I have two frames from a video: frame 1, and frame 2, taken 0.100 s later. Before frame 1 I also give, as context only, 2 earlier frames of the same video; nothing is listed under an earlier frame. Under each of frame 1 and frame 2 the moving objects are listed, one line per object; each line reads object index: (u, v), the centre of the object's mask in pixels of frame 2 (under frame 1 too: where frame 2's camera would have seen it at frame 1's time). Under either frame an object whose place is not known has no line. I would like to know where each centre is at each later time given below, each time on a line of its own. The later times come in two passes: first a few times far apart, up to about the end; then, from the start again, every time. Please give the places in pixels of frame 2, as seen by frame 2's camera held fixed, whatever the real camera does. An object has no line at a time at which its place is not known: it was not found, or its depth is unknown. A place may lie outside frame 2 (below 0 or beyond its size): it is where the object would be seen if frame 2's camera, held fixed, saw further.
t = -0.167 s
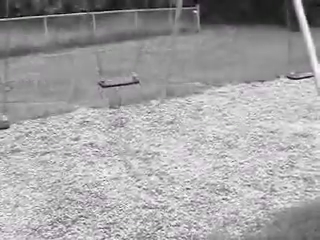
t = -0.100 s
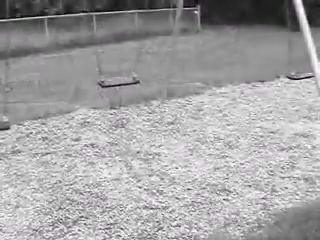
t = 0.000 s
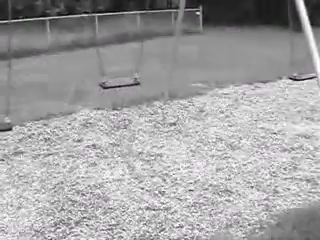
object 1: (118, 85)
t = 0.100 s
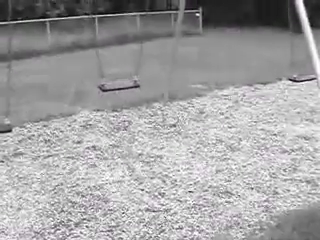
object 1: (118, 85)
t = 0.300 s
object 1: (119, 93)
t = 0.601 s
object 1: (126, 104)
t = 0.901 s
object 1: (133, 112)
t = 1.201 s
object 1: (142, 117)
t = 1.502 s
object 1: (149, 118)
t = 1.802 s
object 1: (150, 116)
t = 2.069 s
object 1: (143, 112)
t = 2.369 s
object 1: (135, 103)
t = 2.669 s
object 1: (126, 93)
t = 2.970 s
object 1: (120, 88)
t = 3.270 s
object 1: (116, 90)
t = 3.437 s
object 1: (117, 95)
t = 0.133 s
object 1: (119, 86)
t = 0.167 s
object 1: (118, 88)
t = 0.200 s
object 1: (118, 89)
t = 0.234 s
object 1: (119, 91)
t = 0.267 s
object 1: (119, 92)
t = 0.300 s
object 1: (119, 93)
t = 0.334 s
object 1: (120, 94)
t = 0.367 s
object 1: (121, 95)
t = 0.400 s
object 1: (122, 97)
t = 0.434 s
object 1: (122, 98)
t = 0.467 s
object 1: (123, 99)
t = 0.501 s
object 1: (124, 101)
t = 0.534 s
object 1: (125, 102)
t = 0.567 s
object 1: (125, 103)
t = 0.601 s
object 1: (126, 104)
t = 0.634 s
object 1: (127, 105)
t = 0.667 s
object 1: (128, 106)
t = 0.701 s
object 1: (129, 108)
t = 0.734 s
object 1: (130, 109)
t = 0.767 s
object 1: (130, 110)
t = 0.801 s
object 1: (132, 111)
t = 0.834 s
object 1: (132, 112)
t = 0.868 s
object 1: (132, 112)
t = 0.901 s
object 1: (133, 112)
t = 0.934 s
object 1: (134, 114)
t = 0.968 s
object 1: (135, 113)
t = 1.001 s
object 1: (136, 114)
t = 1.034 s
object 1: (137, 115)
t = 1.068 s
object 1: (138, 116)
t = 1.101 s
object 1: (139, 116)
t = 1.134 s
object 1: (140, 117)
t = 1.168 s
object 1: (141, 117)
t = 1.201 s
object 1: (142, 117)
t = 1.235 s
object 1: (142, 118)
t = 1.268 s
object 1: (143, 118)
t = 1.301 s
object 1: (144, 118)
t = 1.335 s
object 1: (146, 118)
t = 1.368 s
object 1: (146, 118)
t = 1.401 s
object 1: (147, 118)
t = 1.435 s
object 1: (147, 118)
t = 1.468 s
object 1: (148, 118)
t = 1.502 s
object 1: (149, 118)
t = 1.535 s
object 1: (149, 118)
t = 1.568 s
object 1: (149, 118)
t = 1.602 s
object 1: (150, 118)
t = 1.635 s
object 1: (150, 118)
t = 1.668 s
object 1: (150, 118)
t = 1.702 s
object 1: (151, 117)
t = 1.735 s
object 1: (150, 117)
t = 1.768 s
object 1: (150, 117)
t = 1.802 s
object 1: (150, 116)
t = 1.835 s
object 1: (149, 116)
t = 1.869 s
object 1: (148, 116)
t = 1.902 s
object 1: (147, 116)
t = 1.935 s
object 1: (147, 115)
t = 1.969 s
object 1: (146, 114)
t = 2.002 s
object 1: (145, 113)
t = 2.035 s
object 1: (144, 113)
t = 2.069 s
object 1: (143, 112)
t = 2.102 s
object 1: (142, 111)
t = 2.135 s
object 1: (141, 109)
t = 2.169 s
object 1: (140, 109)
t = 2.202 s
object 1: (138, 108)
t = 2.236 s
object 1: (137, 107)
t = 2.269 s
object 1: (136, 106)
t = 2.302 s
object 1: (136, 105)
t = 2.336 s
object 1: (135, 104)
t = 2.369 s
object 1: (135, 103)
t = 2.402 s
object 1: (134, 102)
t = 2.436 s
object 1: (133, 101)
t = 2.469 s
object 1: (132, 99)
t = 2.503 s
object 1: (132, 98)
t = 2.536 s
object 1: (131, 97)
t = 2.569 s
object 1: (129, 96)
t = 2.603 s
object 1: (128, 95)
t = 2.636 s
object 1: (127, 94)
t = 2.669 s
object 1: (126, 93)
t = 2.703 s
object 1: (126, 92)
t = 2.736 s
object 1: (124, 91)
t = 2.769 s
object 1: (124, 91)
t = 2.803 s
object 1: (124, 90)
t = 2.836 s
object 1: (122, 89)
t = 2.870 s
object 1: (122, 89)
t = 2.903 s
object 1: (121, 89)
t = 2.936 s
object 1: (120, 88)
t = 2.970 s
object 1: (120, 88)
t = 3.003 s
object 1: (119, 88)
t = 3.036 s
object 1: (118, 87)
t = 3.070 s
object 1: (118, 87)
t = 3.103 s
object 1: (117, 87)
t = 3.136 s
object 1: (117, 88)
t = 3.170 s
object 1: (116, 88)
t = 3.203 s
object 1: (116, 89)
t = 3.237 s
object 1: (117, 89)
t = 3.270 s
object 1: (116, 90)
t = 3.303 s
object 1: (117, 91)
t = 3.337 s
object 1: (117, 92)
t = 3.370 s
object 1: (116, 93)
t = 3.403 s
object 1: (116, 94)
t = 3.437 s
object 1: (117, 95)
